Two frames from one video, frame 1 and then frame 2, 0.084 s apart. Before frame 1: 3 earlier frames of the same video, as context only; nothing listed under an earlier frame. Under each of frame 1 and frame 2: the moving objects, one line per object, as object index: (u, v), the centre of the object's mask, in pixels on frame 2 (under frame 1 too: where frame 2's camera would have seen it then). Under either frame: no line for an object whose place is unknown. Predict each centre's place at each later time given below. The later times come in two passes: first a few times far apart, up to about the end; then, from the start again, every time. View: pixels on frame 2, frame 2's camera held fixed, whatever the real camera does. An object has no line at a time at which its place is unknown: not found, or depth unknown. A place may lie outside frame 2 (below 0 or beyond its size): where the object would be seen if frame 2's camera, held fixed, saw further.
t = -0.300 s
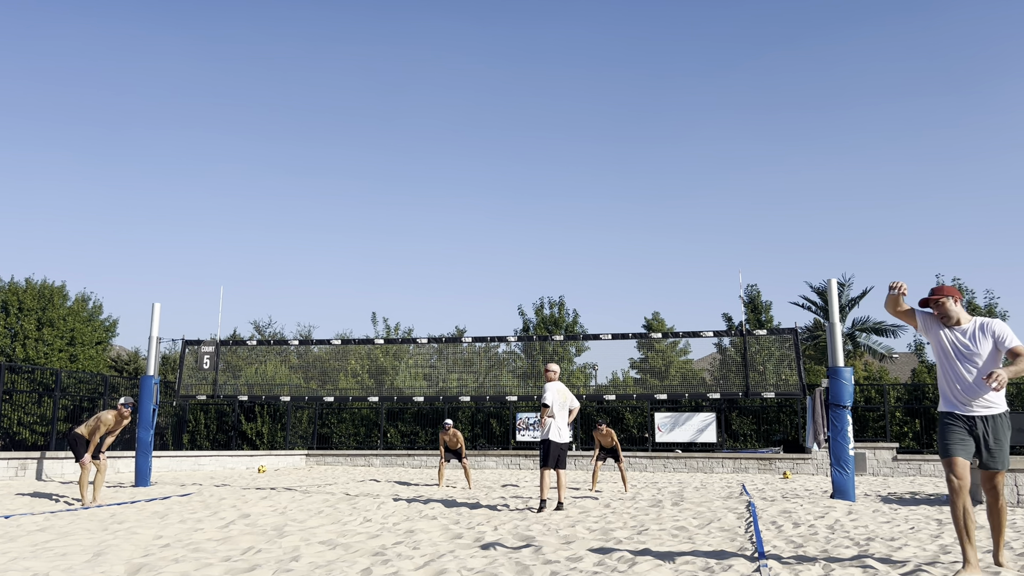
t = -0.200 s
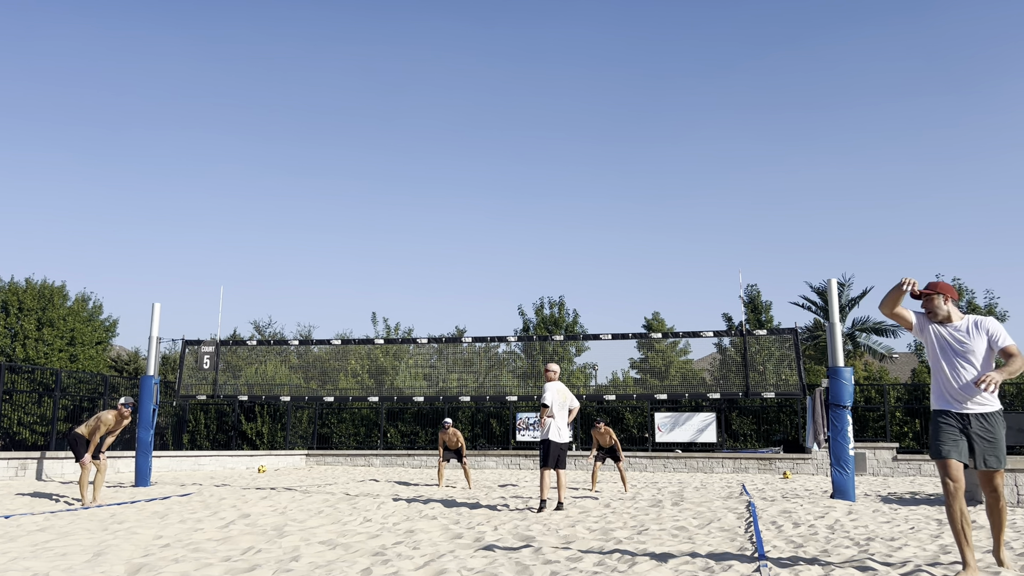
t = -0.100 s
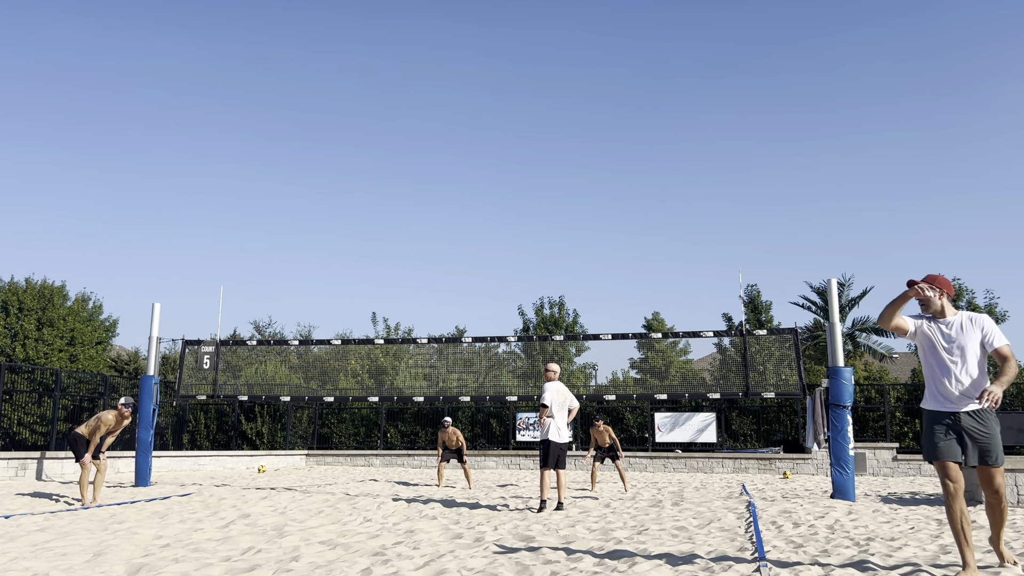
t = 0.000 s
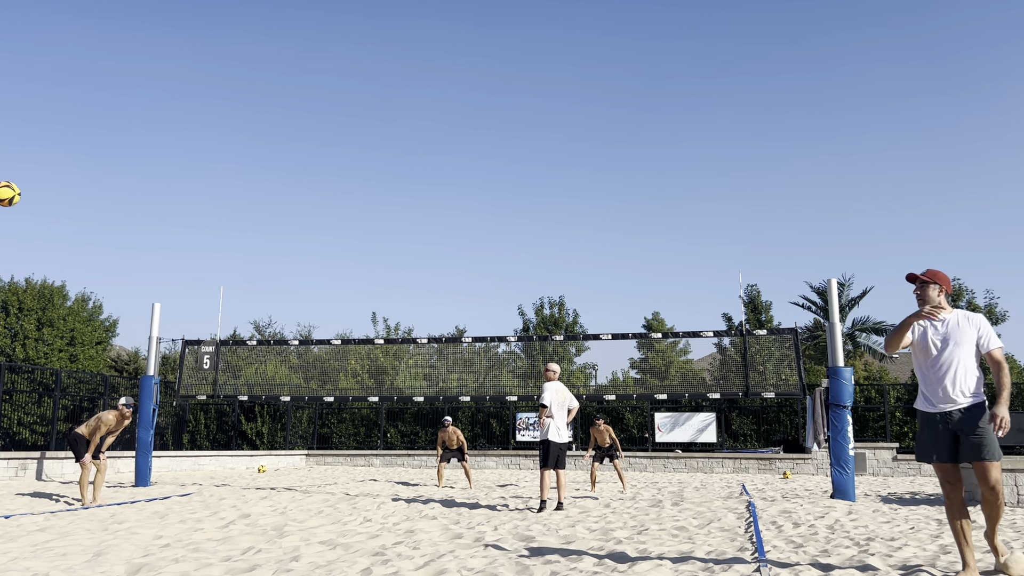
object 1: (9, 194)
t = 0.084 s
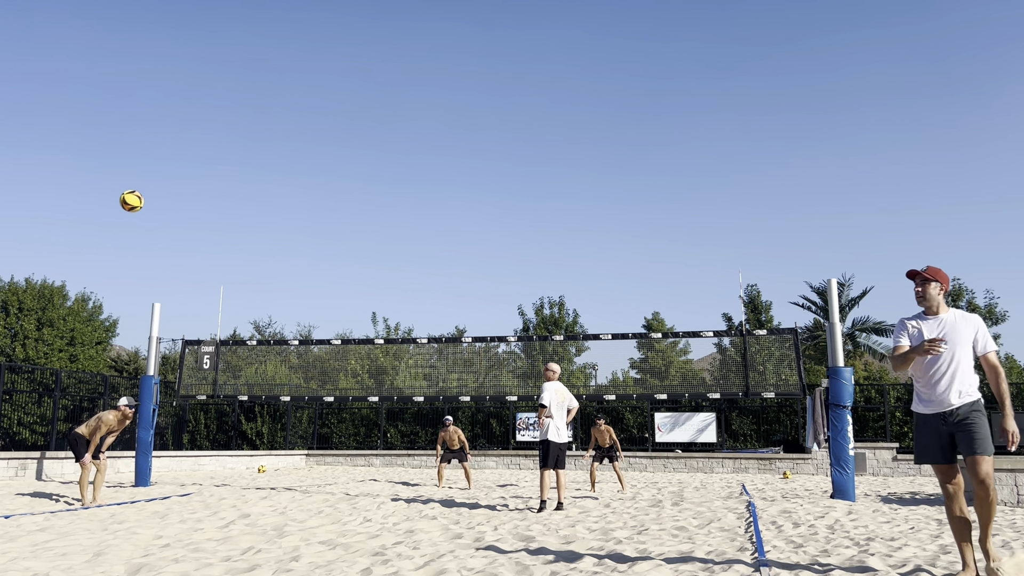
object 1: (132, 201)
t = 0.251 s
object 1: (302, 227)
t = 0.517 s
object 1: (465, 291)
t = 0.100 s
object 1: (152, 203)
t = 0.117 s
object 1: (173, 205)
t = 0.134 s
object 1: (192, 207)
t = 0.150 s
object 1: (210, 209)
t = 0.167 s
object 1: (227, 212)
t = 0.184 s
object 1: (244, 214)
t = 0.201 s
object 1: (259, 217)
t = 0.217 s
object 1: (275, 220)
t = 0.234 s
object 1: (289, 223)
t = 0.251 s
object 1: (302, 227)
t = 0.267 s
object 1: (316, 230)
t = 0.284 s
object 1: (328, 234)
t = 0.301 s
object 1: (341, 237)
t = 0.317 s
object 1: (353, 241)
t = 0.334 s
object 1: (364, 245)
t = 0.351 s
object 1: (375, 249)
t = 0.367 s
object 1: (385, 252)
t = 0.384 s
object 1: (395, 257)
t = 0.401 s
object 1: (405, 261)
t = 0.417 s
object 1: (415, 265)
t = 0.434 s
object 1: (424, 269)
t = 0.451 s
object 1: (432, 273)
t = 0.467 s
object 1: (441, 278)
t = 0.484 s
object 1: (449, 282)
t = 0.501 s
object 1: (457, 286)
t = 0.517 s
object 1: (465, 291)
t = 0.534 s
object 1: (472, 296)
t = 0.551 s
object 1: (479, 300)
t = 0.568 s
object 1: (486, 305)
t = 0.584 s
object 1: (493, 310)
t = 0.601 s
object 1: (499, 315)
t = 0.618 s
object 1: (505, 320)
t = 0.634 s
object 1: (512, 325)
